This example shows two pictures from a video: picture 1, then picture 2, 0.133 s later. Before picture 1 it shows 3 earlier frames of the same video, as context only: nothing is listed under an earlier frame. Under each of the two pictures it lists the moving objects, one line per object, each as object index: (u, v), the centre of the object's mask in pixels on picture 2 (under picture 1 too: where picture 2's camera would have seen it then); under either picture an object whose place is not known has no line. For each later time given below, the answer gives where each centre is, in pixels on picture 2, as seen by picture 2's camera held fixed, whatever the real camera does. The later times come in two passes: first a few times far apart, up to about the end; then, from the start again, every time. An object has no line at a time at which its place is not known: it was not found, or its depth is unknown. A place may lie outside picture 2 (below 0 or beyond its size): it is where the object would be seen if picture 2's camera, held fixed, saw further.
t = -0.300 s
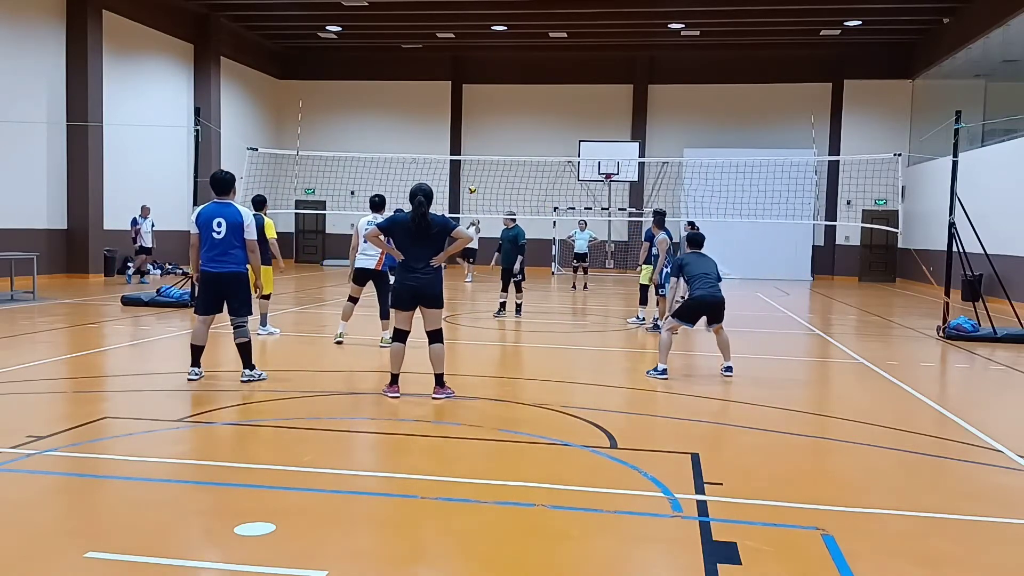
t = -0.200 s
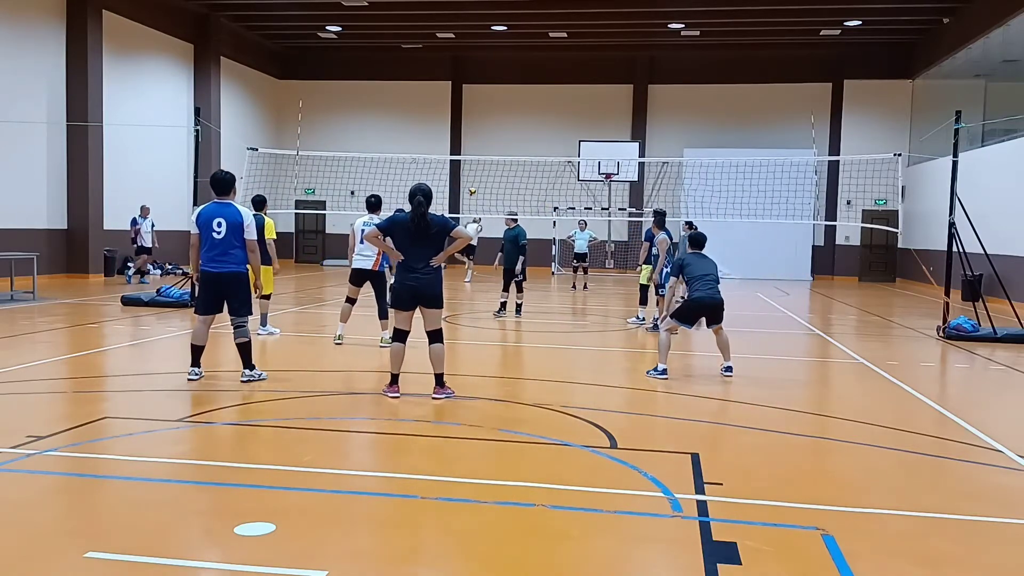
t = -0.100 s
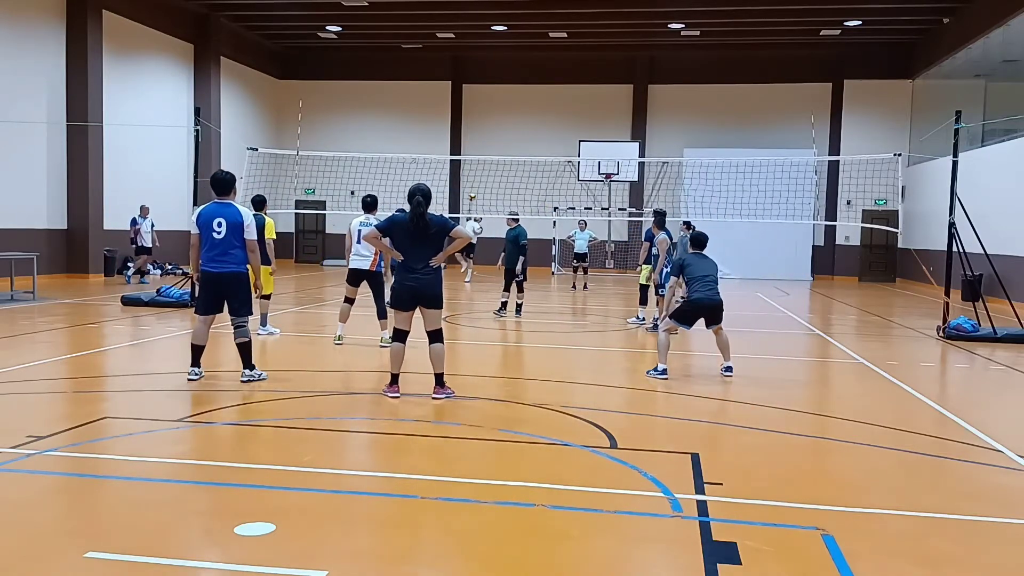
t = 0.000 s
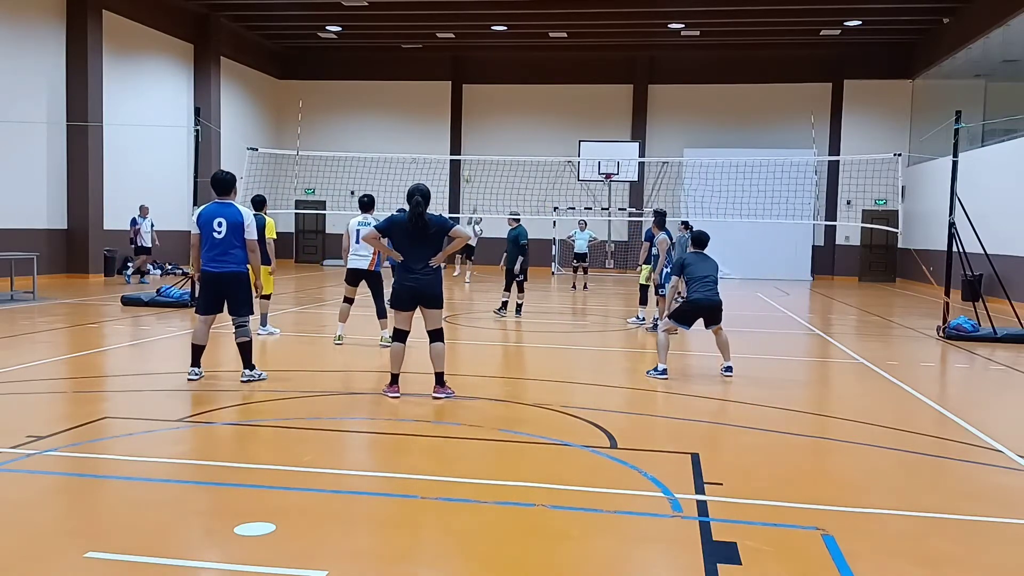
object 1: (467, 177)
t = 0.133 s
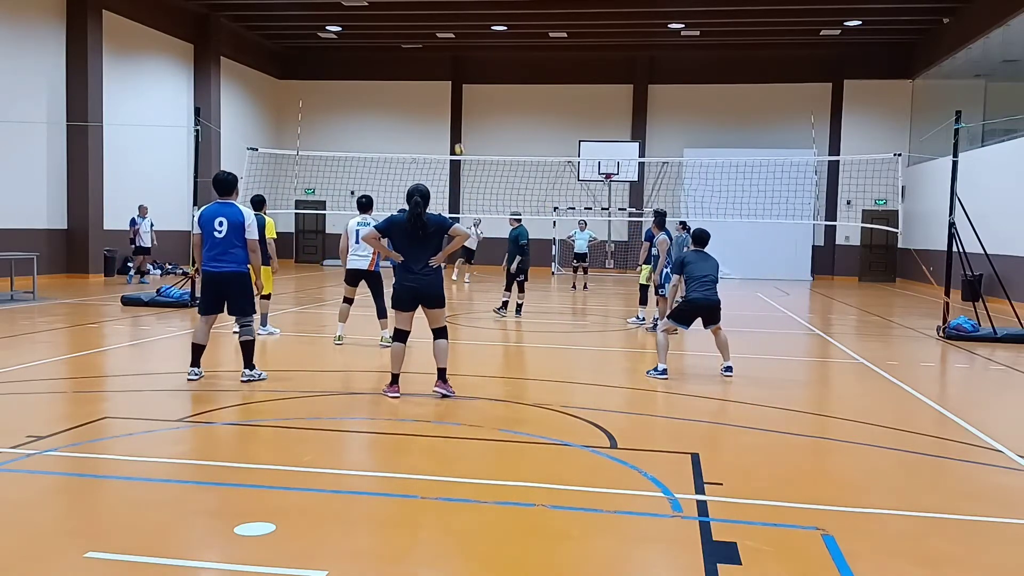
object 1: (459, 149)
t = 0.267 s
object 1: (451, 126)
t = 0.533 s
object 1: (423, 105)
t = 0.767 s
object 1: (391, 120)
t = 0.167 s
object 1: (457, 144)
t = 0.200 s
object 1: (455, 137)
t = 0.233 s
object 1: (454, 132)
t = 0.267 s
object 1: (451, 126)
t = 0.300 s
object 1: (448, 121)
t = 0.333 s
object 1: (444, 115)
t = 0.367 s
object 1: (441, 112)
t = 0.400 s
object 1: (438, 110)
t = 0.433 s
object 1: (434, 107)
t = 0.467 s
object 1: (431, 106)
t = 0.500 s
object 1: (427, 105)
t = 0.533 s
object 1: (423, 105)
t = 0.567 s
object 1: (418, 105)
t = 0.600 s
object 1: (414, 105)
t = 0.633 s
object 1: (409, 107)
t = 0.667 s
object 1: (405, 109)
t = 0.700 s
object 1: (400, 112)
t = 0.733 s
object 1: (395, 115)
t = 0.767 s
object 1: (391, 120)
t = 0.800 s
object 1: (385, 127)
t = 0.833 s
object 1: (380, 134)
